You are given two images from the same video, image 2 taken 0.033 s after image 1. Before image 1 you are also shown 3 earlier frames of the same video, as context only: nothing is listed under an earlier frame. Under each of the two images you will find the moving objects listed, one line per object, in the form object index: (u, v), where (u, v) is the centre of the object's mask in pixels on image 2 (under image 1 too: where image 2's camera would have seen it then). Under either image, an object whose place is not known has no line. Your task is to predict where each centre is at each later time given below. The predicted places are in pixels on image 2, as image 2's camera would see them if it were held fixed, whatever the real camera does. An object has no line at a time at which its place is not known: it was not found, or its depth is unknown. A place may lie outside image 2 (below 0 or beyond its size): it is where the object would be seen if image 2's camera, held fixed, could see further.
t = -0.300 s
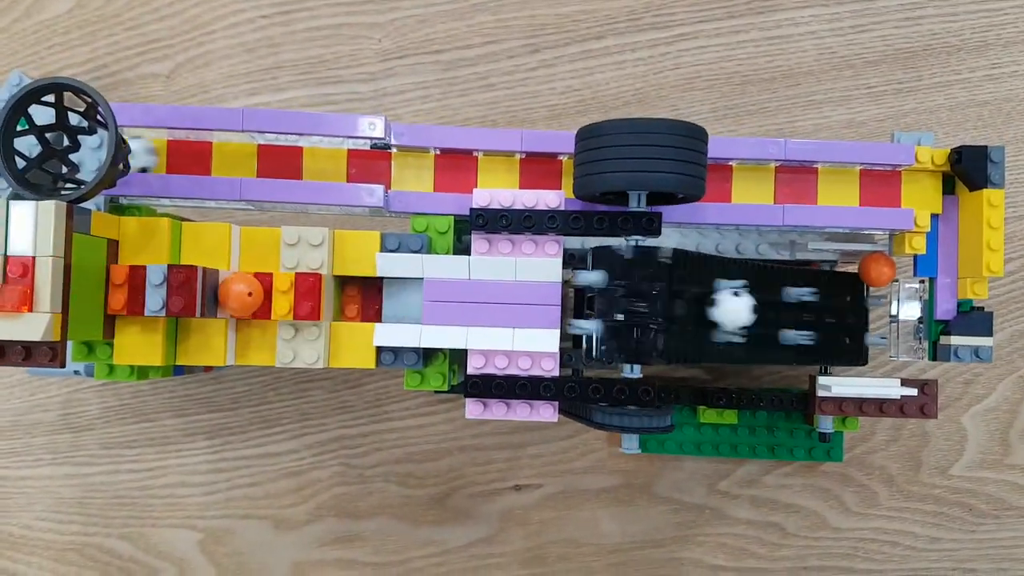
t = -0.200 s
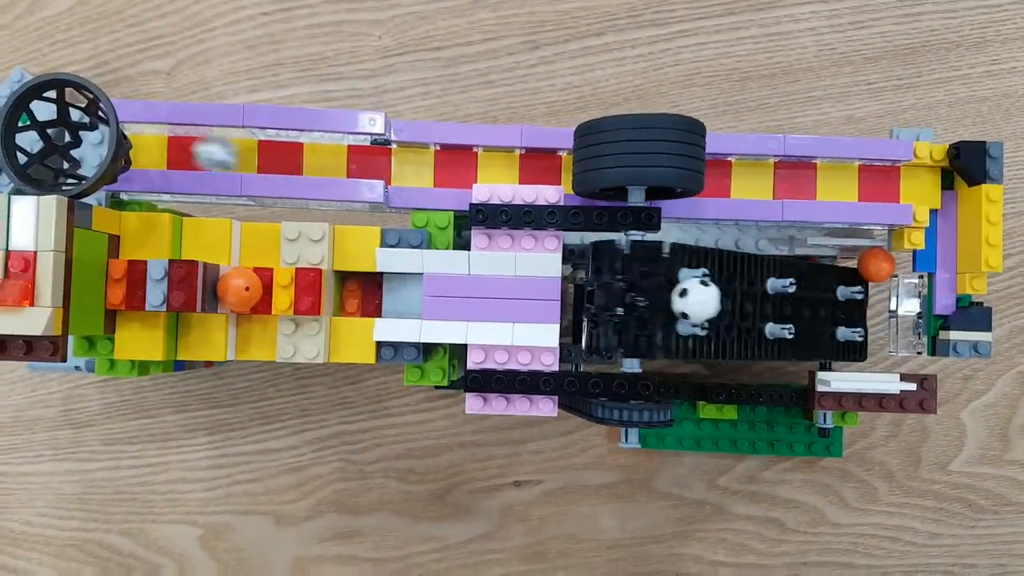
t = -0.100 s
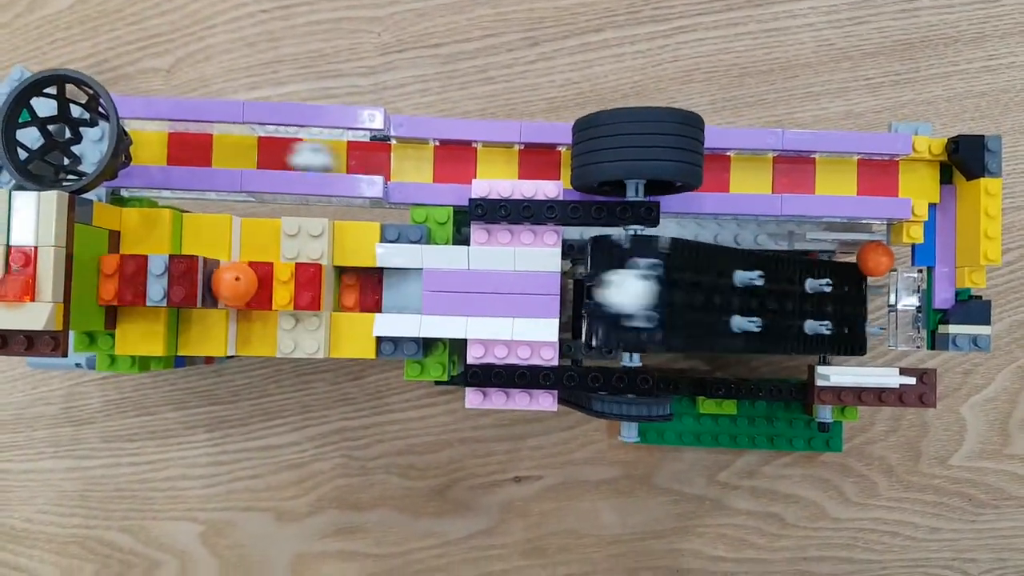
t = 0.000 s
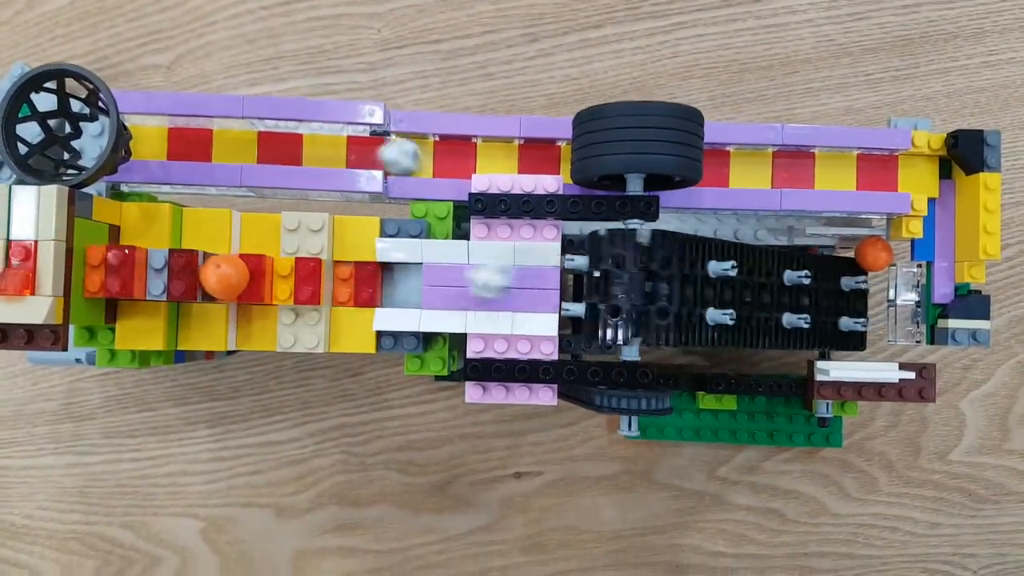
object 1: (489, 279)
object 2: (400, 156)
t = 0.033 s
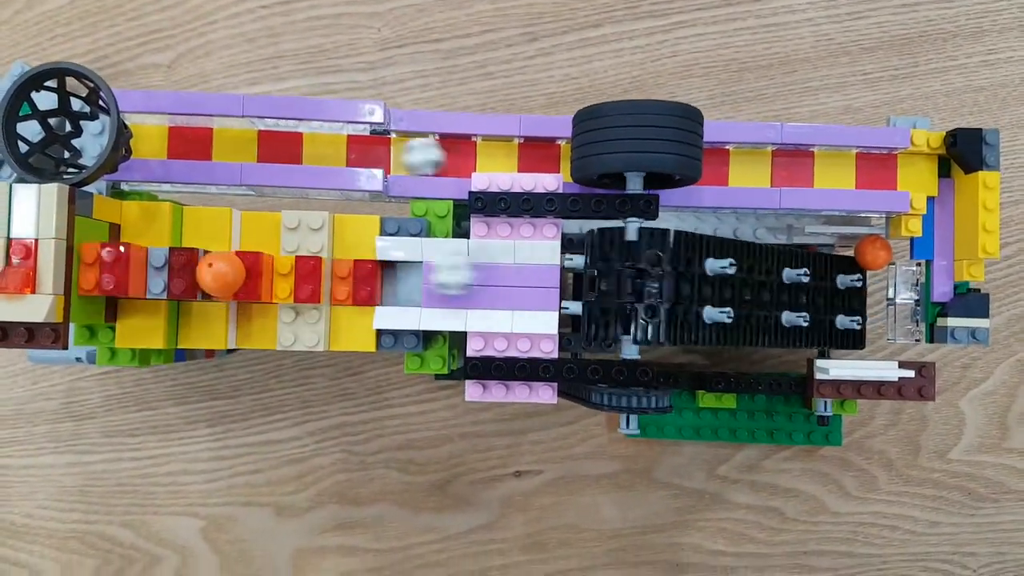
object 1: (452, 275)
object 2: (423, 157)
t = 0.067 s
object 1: (413, 275)
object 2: (448, 156)
